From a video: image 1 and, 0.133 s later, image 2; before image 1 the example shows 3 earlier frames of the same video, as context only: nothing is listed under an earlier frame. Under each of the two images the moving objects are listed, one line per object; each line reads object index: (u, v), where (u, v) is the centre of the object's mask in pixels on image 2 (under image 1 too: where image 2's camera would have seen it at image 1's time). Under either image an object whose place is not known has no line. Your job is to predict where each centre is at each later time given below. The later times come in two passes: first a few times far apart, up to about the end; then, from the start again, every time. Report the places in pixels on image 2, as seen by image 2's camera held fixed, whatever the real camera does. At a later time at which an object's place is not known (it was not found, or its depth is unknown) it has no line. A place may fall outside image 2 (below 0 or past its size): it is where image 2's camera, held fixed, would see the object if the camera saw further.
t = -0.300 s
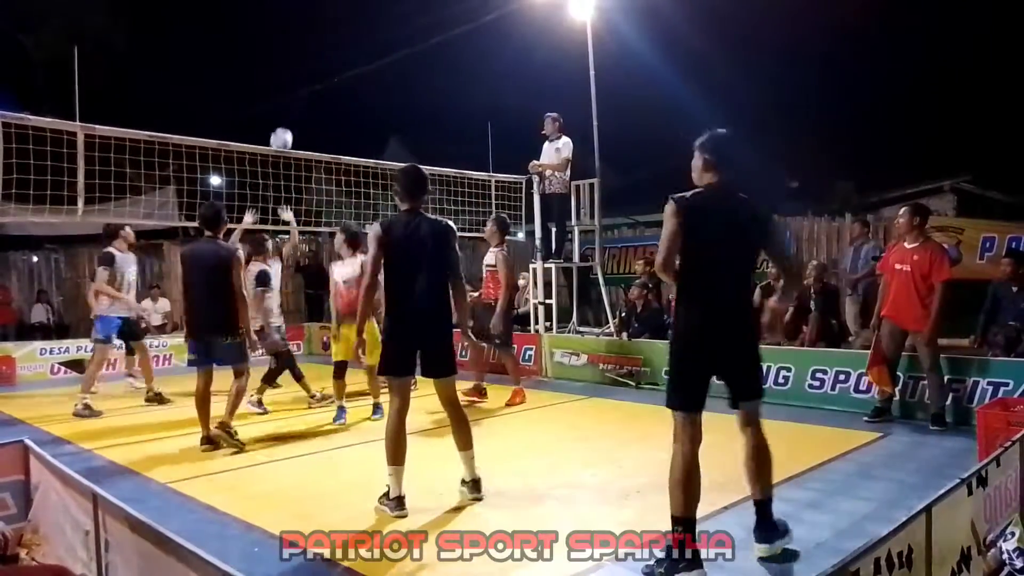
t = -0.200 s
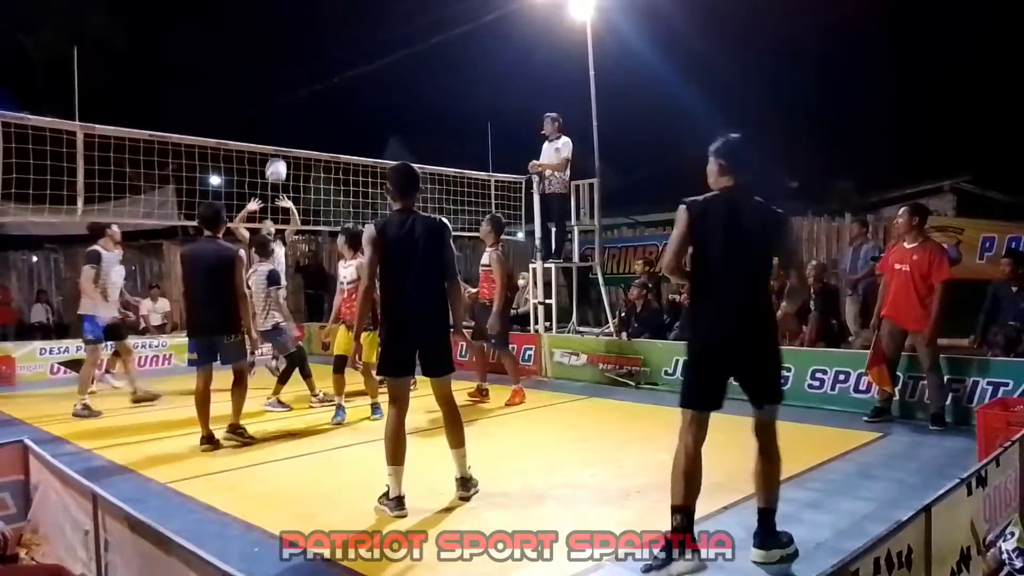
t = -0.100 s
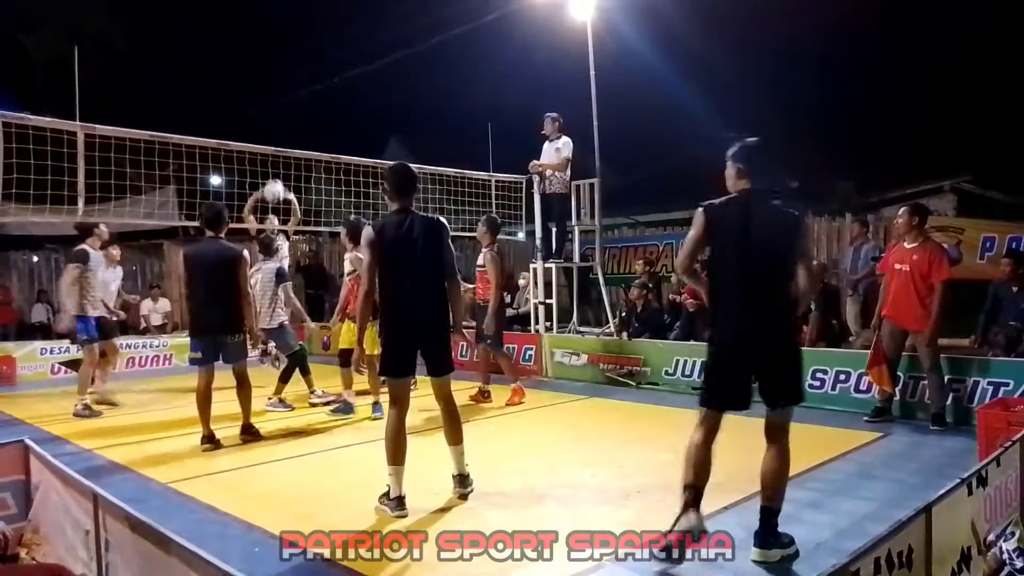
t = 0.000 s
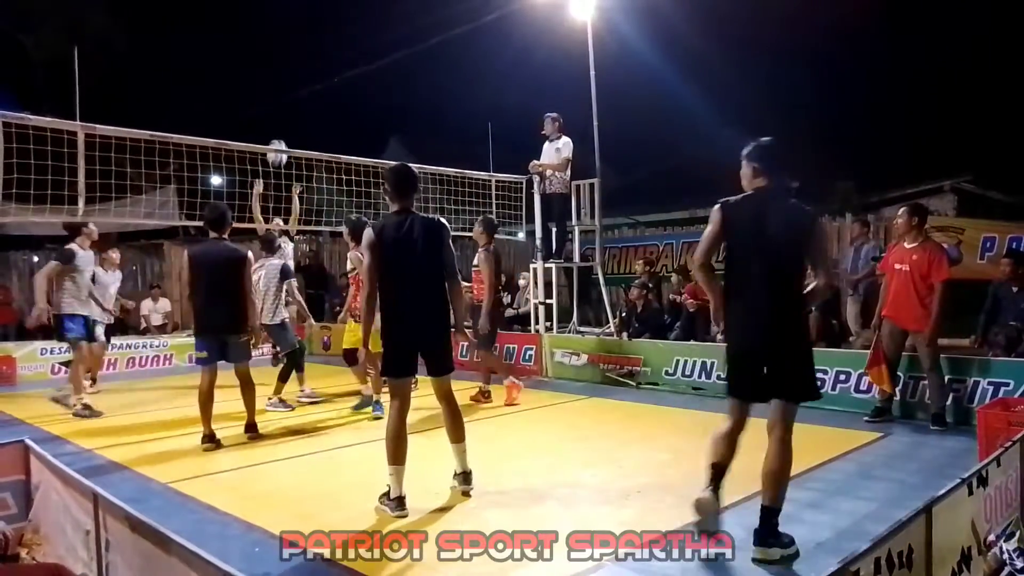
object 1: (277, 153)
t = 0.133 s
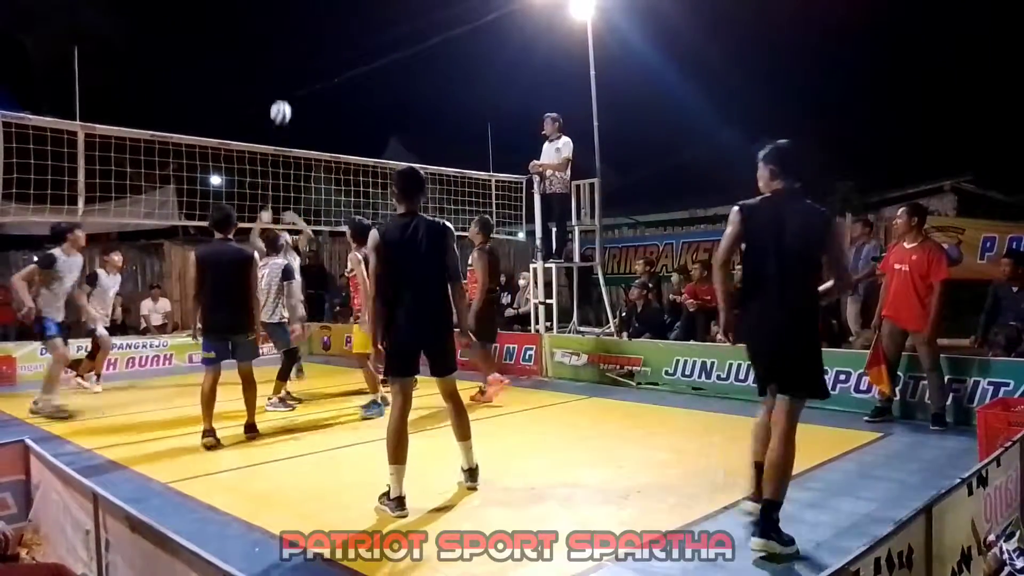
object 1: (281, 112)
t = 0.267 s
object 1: (285, 88)
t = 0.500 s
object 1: (292, 82)
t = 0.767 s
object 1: (303, 136)
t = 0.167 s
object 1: (282, 105)
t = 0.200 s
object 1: (283, 98)
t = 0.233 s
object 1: (283, 92)
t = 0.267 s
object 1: (285, 88)
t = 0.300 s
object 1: (286, 84)
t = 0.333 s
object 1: (287, 81)
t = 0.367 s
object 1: (288, 80)
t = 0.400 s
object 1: (289, 79)
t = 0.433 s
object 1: (290, 79)
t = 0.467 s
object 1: (291, 80)
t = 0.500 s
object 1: (292, 82)
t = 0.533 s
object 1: (294, 86)
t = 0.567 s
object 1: (295, 90)
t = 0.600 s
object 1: (296, 95)
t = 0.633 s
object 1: (298, 101)
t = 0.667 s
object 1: (299, 108)
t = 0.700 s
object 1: (301, 117)
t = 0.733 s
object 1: (302, 126)
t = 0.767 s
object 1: (303, 136)
